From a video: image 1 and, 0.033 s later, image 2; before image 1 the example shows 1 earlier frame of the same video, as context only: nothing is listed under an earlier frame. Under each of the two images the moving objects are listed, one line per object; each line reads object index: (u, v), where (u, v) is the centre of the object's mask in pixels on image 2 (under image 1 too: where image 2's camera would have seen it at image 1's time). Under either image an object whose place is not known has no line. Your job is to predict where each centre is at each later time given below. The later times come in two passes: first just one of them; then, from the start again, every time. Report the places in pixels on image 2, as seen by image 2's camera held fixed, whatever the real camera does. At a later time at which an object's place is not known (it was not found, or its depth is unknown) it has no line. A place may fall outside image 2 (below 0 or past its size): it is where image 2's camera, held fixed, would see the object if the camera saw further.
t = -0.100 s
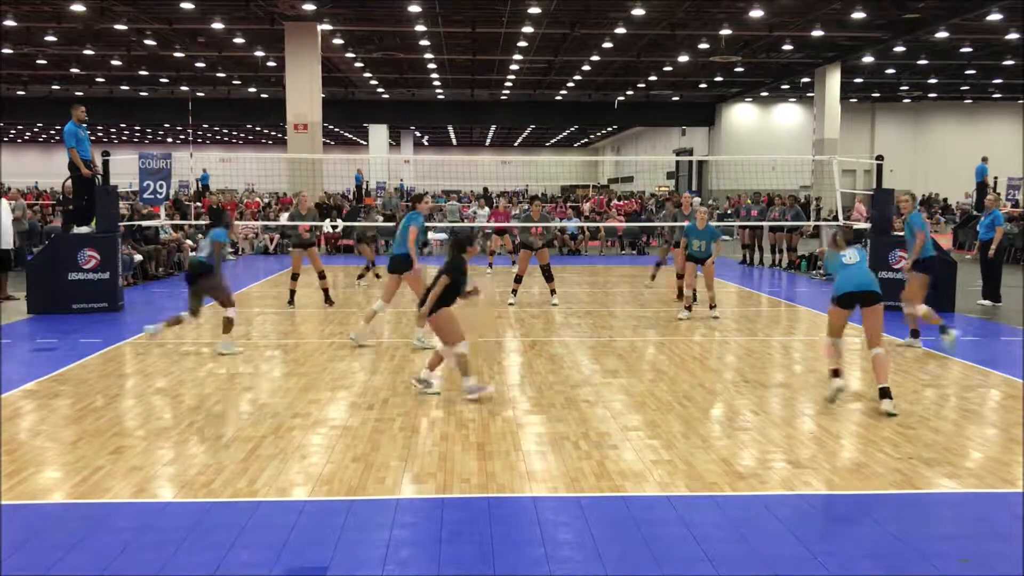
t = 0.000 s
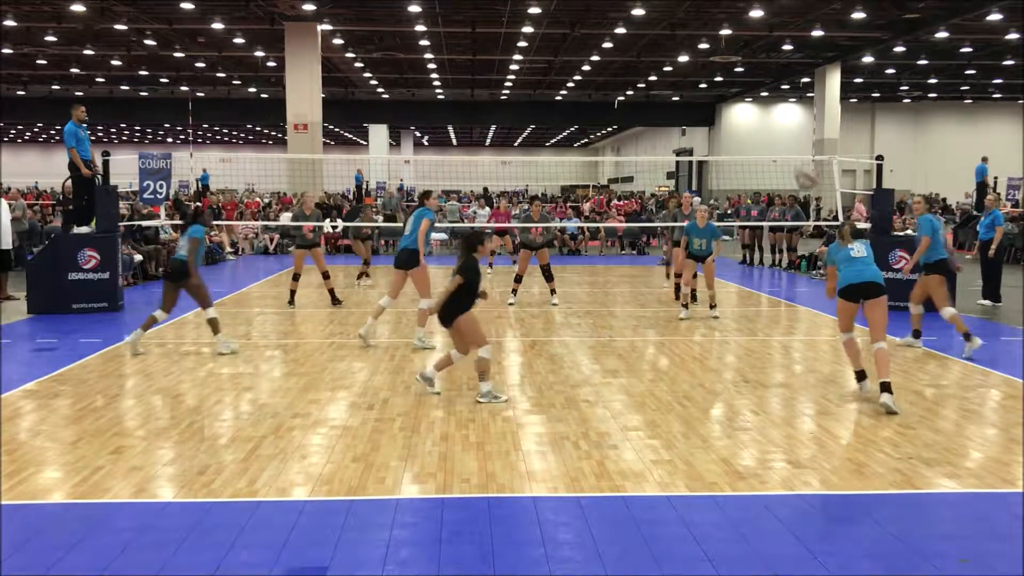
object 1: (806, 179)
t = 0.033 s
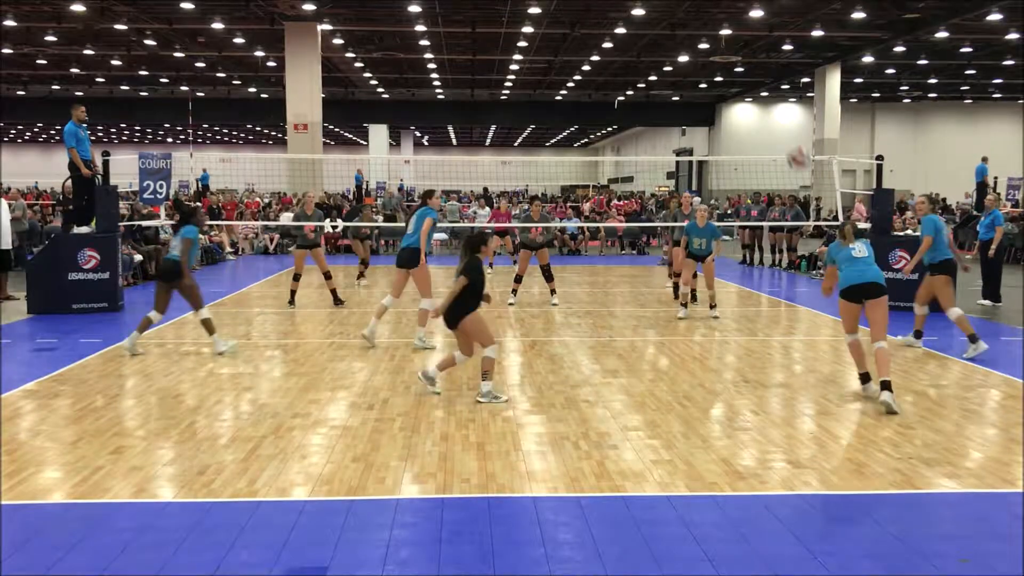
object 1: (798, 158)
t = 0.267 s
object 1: (749, 74)
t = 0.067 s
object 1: (790, 142)
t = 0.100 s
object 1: (782, 128)
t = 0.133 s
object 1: (775, 113)
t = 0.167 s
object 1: (768, 99)
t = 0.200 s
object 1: (762, 91)
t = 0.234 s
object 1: (755, 82)
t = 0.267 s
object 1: (749, 74)
